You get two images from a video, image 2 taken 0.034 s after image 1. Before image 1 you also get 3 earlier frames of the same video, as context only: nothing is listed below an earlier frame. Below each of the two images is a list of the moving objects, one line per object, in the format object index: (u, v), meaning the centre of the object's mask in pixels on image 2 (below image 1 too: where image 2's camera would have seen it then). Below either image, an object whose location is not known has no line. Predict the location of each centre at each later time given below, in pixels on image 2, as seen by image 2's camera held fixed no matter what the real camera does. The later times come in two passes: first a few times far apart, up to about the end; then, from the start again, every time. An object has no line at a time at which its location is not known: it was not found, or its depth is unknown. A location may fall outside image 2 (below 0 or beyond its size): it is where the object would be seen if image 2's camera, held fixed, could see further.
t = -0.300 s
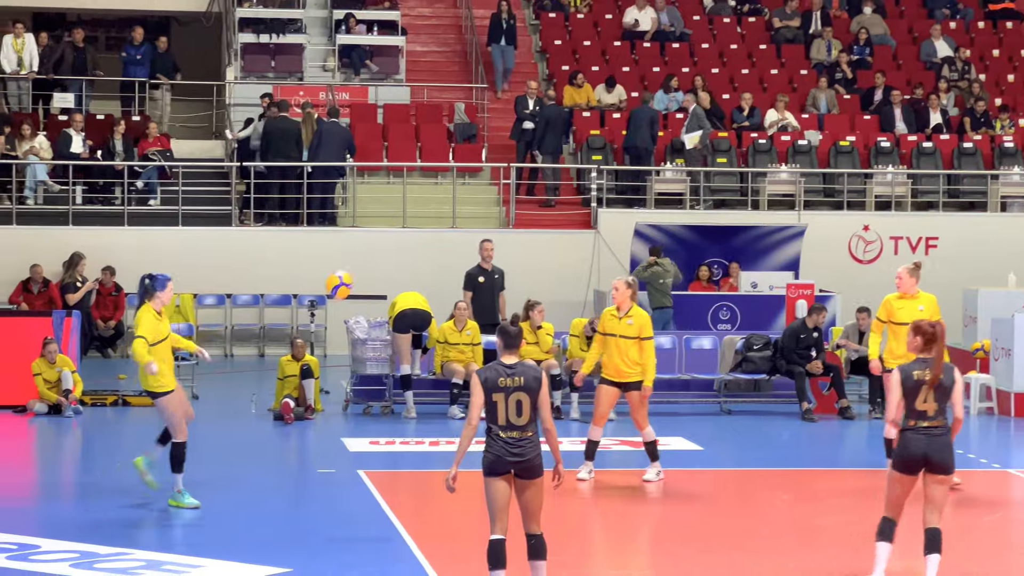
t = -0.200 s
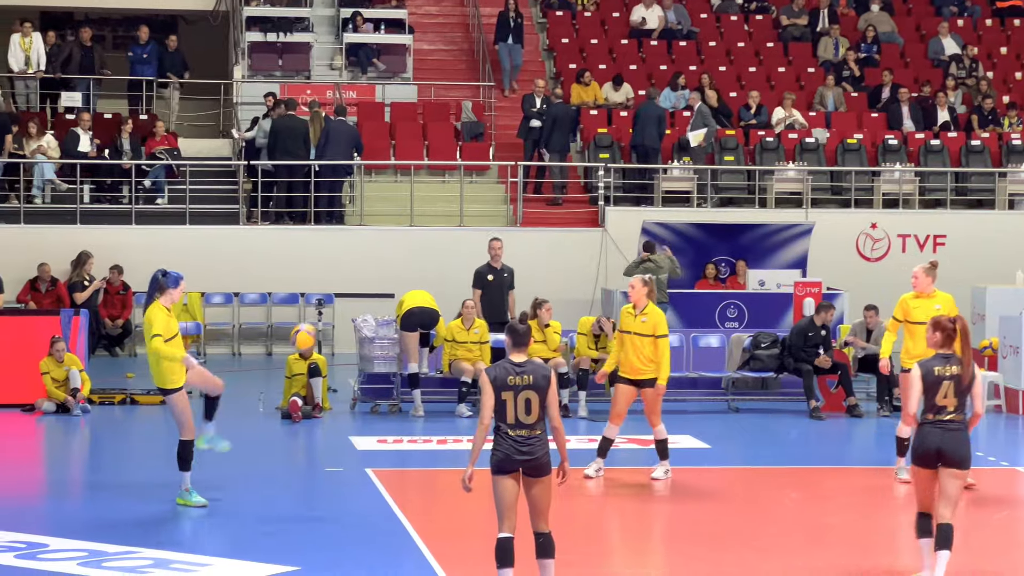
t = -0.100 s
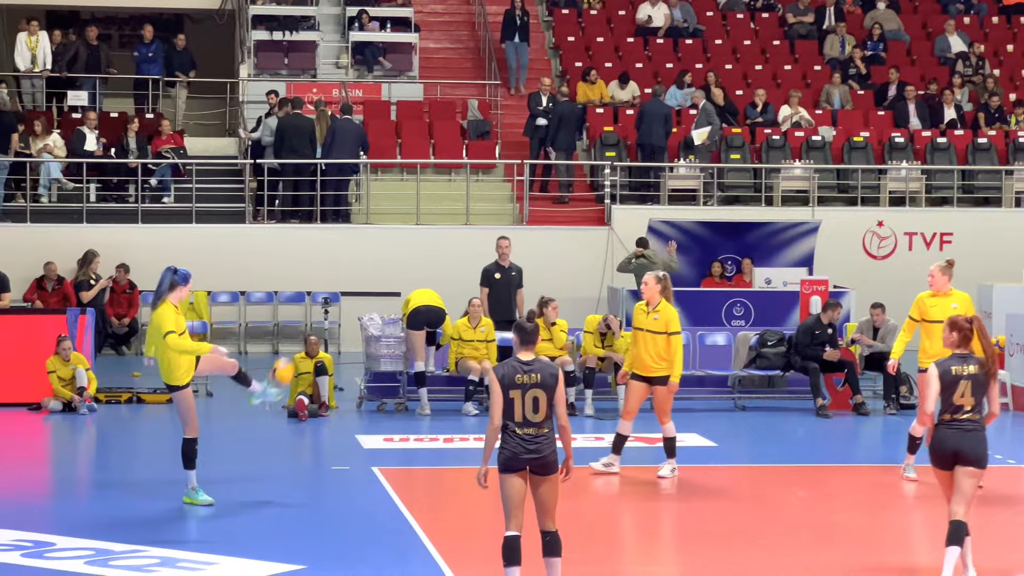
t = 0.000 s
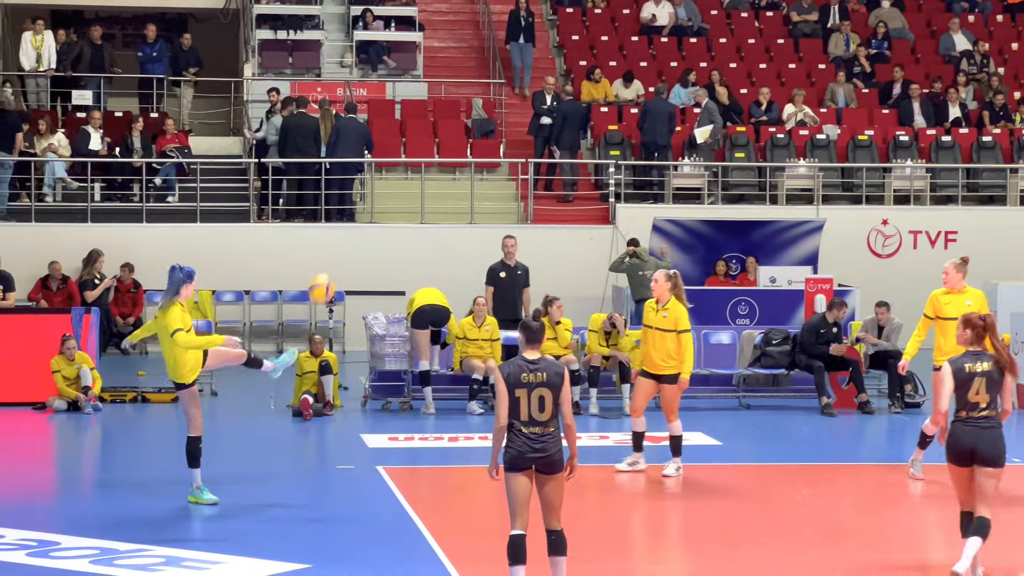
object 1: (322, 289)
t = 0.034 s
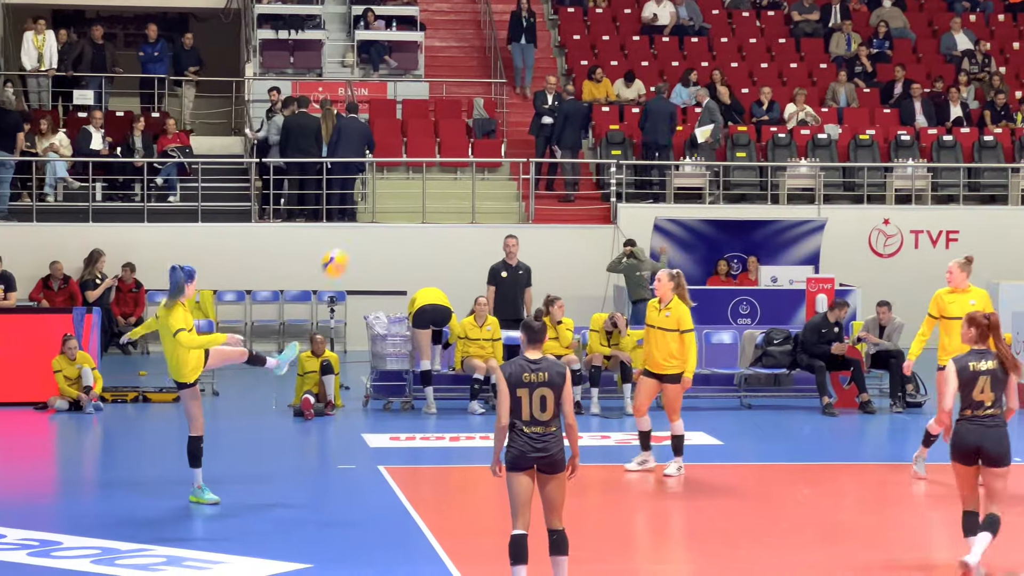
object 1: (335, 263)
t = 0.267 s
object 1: (414, 124)
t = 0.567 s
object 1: (512, 37)
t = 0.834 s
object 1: (594, 50)
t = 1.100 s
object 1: (675, 148)
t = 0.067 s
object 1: (346, 240)
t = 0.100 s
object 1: (358, 216)
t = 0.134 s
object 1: (369, 195)
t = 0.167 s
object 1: (380, 175)
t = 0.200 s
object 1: (391, 157)
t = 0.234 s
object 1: (403, 140)
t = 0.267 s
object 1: (414, 124)
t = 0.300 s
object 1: (425, 109)
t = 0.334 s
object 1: (436, 95)
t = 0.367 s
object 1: (447, 83)
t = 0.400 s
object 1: (458, 72)
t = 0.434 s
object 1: (470, 63)
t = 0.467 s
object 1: (480, 55)
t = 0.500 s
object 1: (490, 48)
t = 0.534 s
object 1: (501, 42)
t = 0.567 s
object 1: (512, 37)
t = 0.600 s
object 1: (522, 34)
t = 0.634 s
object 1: (532, 33)
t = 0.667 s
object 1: (543, 32)
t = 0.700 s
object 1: (554, 33)
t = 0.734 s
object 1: (564, 36)
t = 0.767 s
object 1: (574, 39)
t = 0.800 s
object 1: (584, 44)
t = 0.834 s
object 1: (594, 50)
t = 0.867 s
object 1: (604, 58)
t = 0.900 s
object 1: (614, 66)
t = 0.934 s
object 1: (624, 77)
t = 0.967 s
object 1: (635, 89)
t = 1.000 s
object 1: (645, 102)
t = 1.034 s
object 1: (655, 116)
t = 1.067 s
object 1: (665, 132)
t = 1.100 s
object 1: (675, 148)
